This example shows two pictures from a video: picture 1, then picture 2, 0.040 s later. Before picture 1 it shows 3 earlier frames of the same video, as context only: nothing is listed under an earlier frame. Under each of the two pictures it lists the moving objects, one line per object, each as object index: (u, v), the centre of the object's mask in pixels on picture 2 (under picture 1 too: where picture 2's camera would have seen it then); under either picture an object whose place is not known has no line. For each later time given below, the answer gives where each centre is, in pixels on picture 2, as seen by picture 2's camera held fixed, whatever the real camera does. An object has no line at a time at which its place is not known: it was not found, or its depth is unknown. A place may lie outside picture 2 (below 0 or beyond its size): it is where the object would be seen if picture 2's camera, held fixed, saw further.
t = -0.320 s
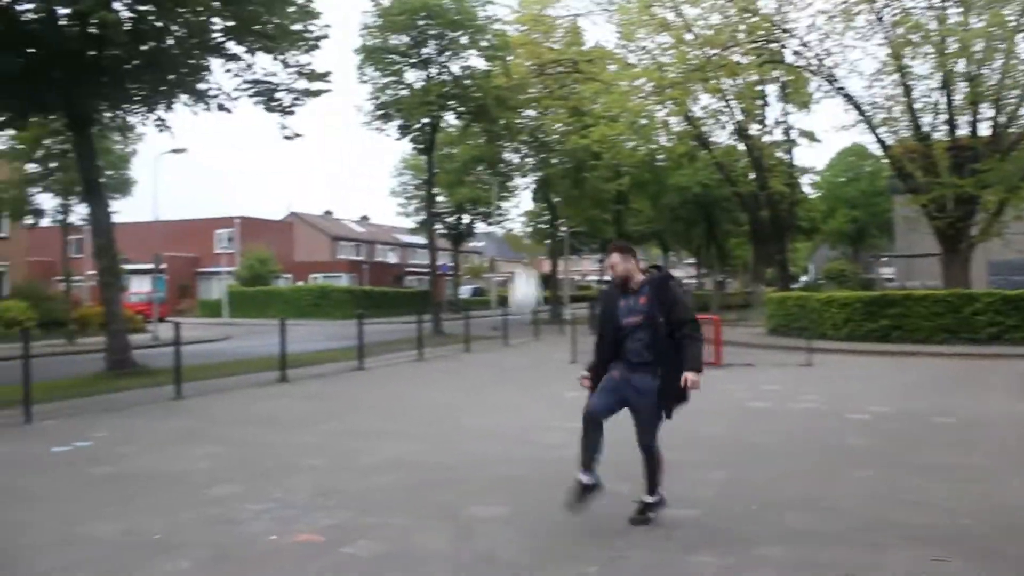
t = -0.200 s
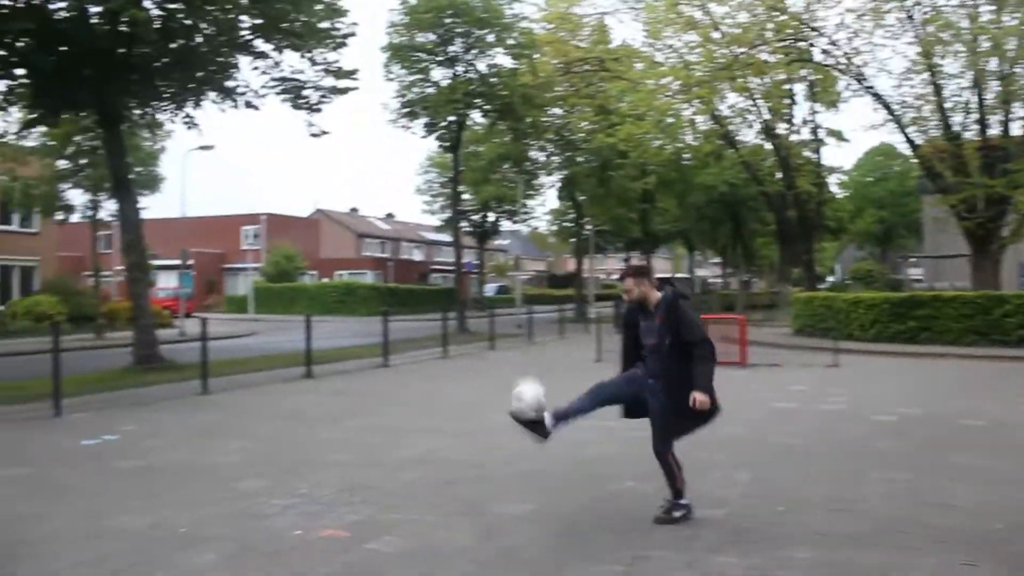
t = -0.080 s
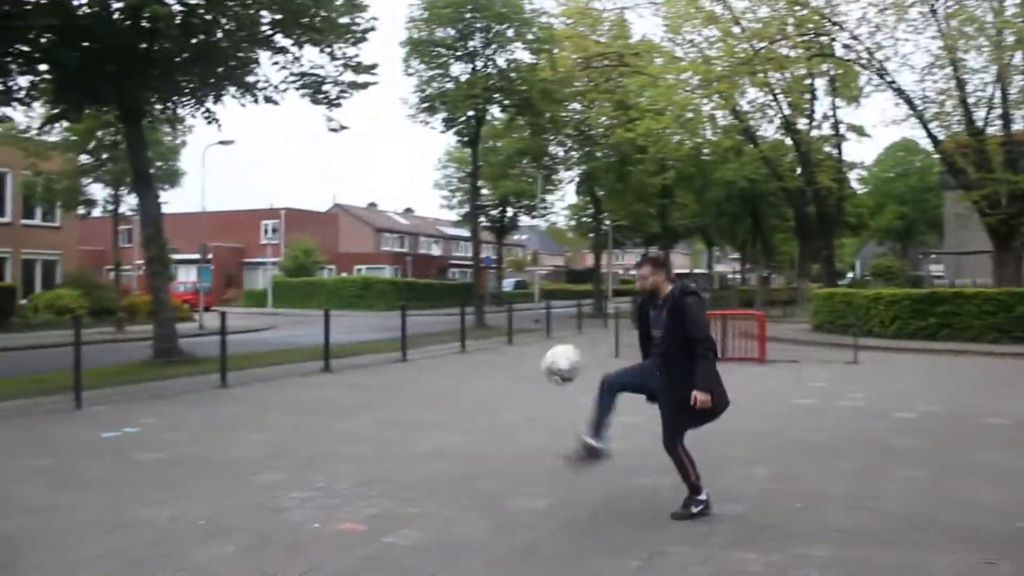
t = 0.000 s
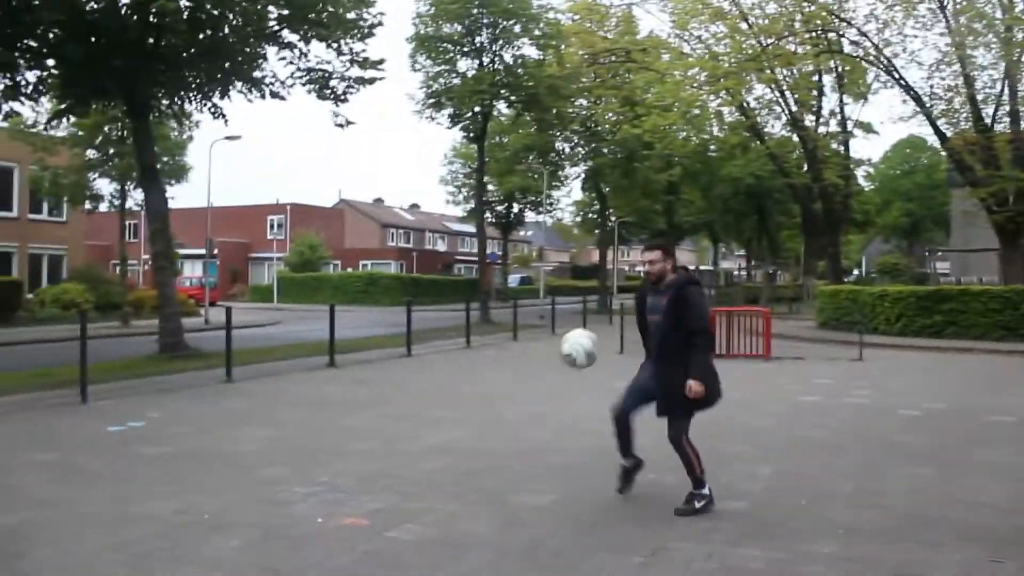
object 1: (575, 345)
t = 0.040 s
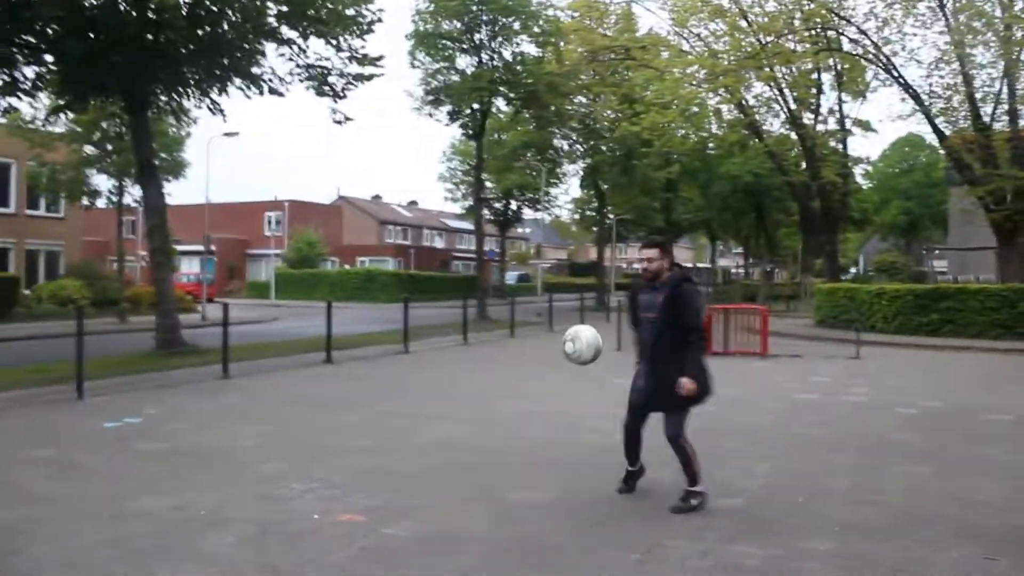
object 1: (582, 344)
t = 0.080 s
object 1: (589, 346)
